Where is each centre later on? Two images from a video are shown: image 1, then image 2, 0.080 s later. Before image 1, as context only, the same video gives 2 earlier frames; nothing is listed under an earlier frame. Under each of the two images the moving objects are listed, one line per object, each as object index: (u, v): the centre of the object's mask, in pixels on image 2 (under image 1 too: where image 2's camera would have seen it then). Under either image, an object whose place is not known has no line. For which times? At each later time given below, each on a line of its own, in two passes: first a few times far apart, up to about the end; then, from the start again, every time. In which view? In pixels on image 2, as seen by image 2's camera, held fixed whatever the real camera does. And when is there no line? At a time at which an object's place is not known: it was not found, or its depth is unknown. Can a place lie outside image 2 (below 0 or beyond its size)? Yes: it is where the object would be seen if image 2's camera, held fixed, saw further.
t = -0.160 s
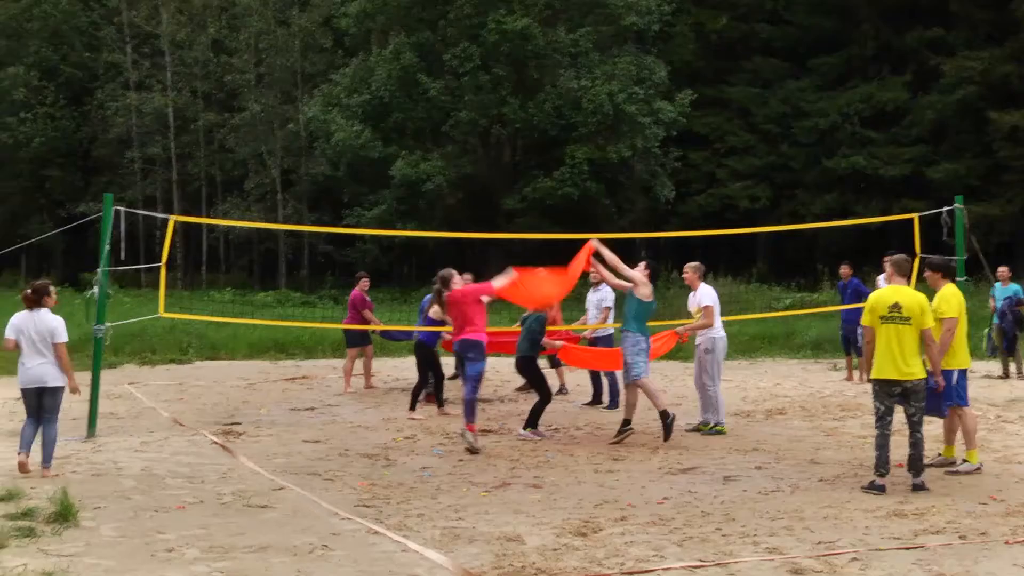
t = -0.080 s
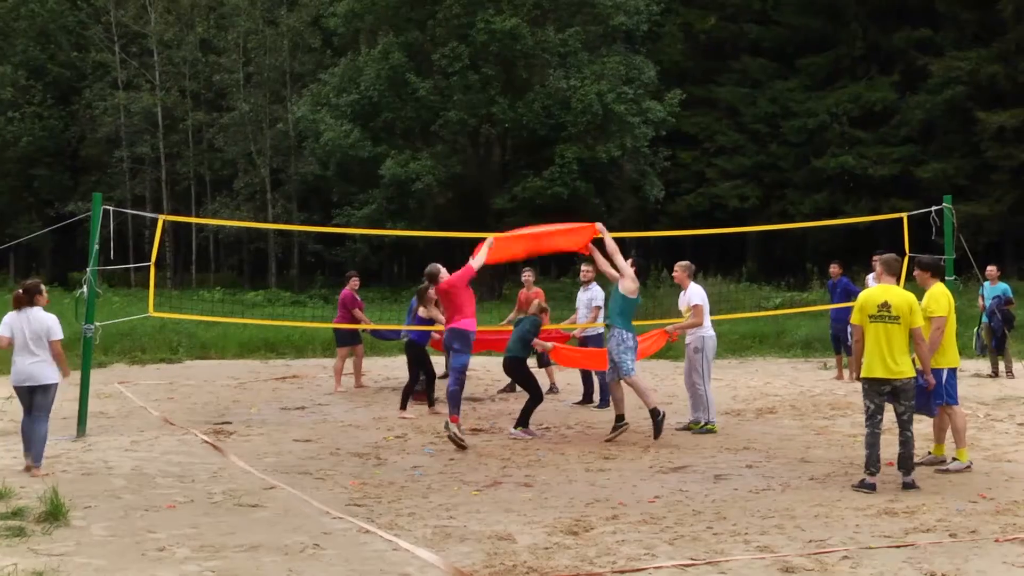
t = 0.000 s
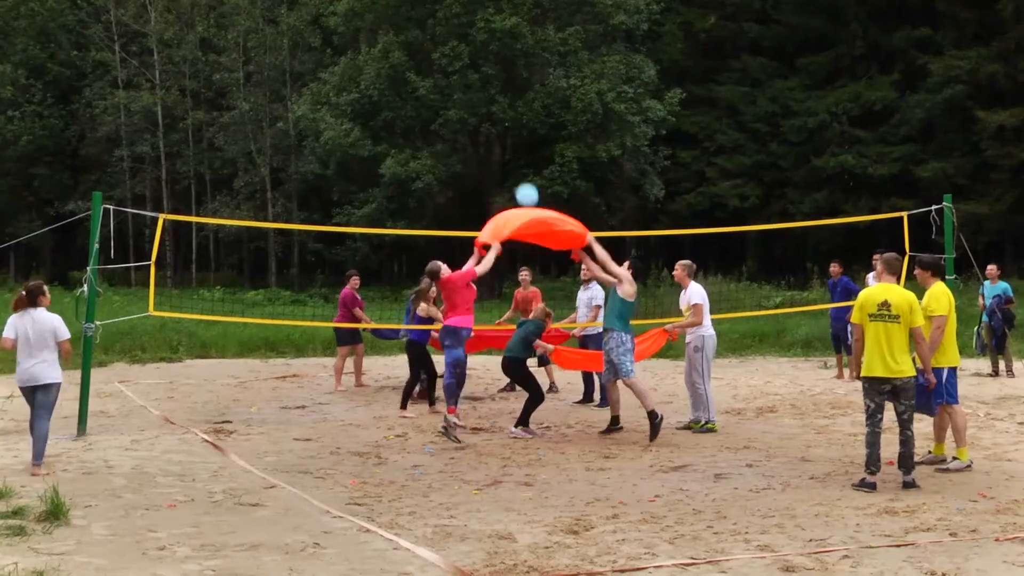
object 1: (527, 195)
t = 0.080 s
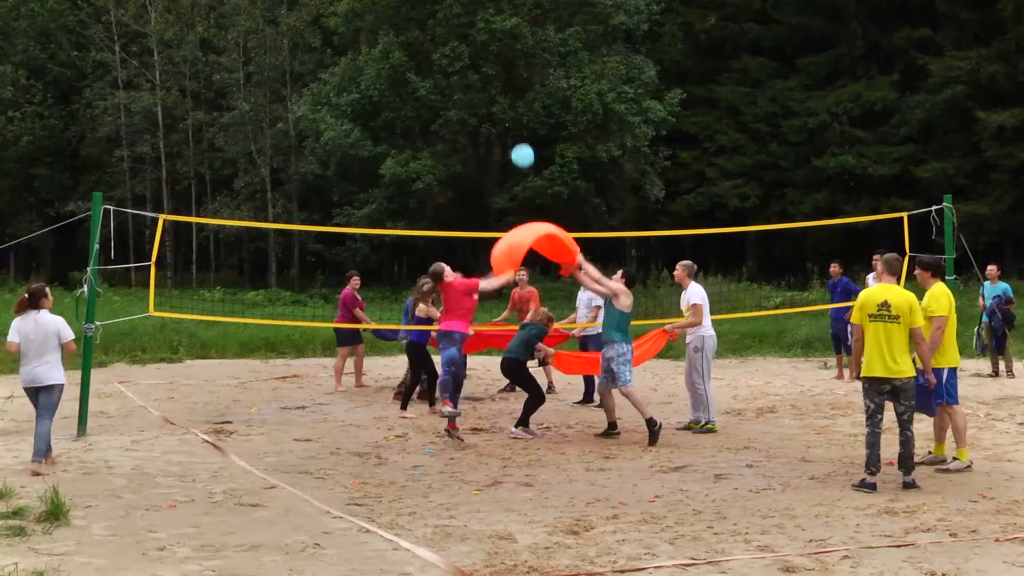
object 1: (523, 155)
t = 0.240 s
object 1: (516, 98)
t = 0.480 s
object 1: (506, 59)
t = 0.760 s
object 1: (496, 80)
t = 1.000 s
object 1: (490, 145)
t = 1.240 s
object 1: (484, 248)
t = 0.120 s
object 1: (521, 139)
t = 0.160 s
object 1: (519, 123)
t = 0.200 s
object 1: (517, 110)
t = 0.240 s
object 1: (516, 98)
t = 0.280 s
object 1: (513, 87)
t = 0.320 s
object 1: (512, 79)
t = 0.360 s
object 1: (510, 71)
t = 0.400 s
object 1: (509, 66)
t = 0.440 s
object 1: (507, 62)
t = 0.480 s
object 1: (506, 59)
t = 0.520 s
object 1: (504, 59)
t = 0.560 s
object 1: (503, 59)
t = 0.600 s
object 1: (502, 60)
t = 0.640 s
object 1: (500, 63)
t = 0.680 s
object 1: (499, 68)
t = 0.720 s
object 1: (498, 73)
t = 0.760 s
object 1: (496, 80)
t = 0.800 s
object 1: (495, 88)
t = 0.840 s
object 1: (494, 97)
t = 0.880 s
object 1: (493, 107)
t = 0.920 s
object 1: (492, 119)
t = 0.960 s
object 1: (491, 131)
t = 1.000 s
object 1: (490, 145)
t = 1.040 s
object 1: (489, 159)
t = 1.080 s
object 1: (488, 175)
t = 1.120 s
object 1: (487, 192)
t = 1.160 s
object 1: (486, 209)
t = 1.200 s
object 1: (485, 225)
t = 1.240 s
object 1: (484, 248)
